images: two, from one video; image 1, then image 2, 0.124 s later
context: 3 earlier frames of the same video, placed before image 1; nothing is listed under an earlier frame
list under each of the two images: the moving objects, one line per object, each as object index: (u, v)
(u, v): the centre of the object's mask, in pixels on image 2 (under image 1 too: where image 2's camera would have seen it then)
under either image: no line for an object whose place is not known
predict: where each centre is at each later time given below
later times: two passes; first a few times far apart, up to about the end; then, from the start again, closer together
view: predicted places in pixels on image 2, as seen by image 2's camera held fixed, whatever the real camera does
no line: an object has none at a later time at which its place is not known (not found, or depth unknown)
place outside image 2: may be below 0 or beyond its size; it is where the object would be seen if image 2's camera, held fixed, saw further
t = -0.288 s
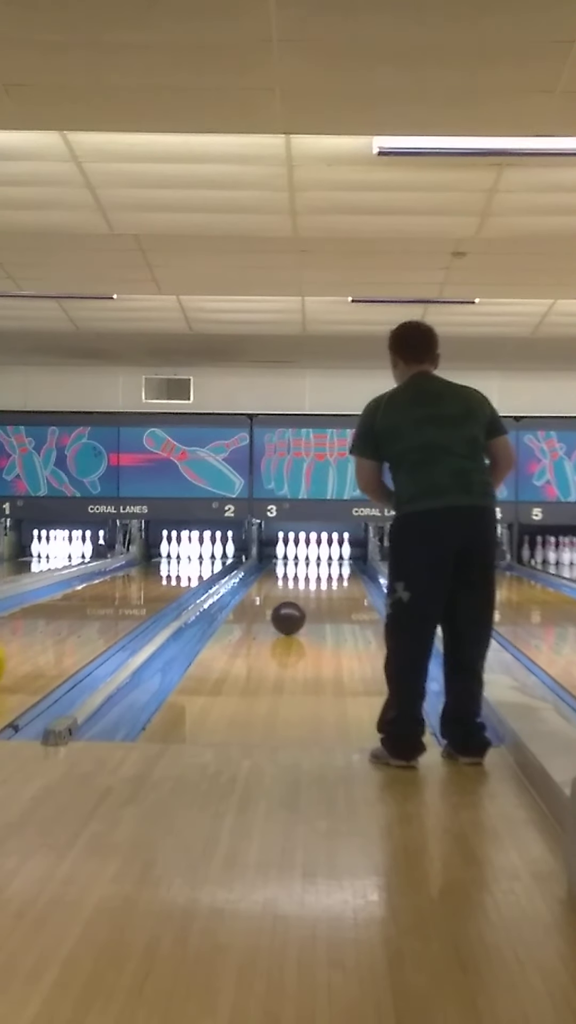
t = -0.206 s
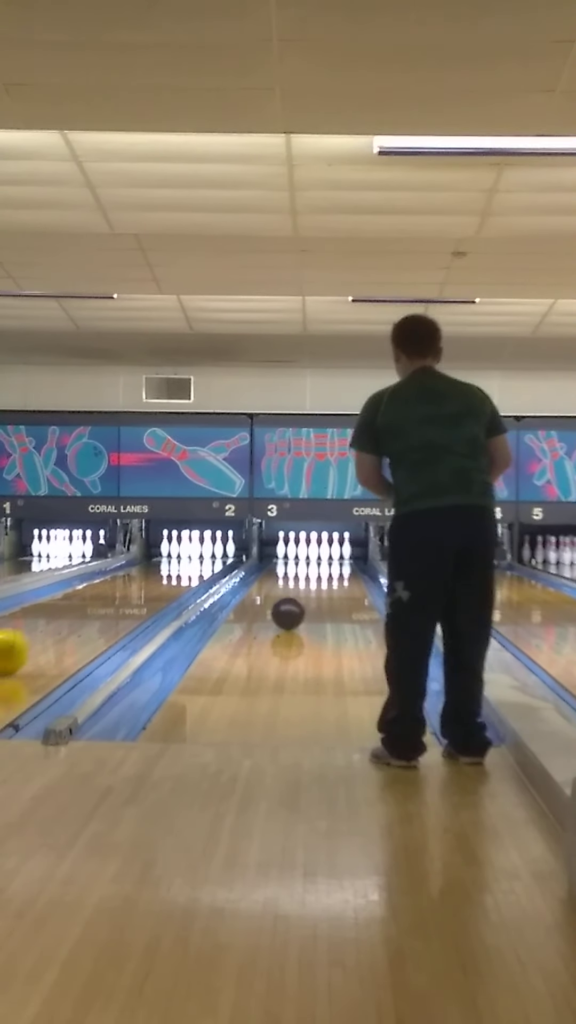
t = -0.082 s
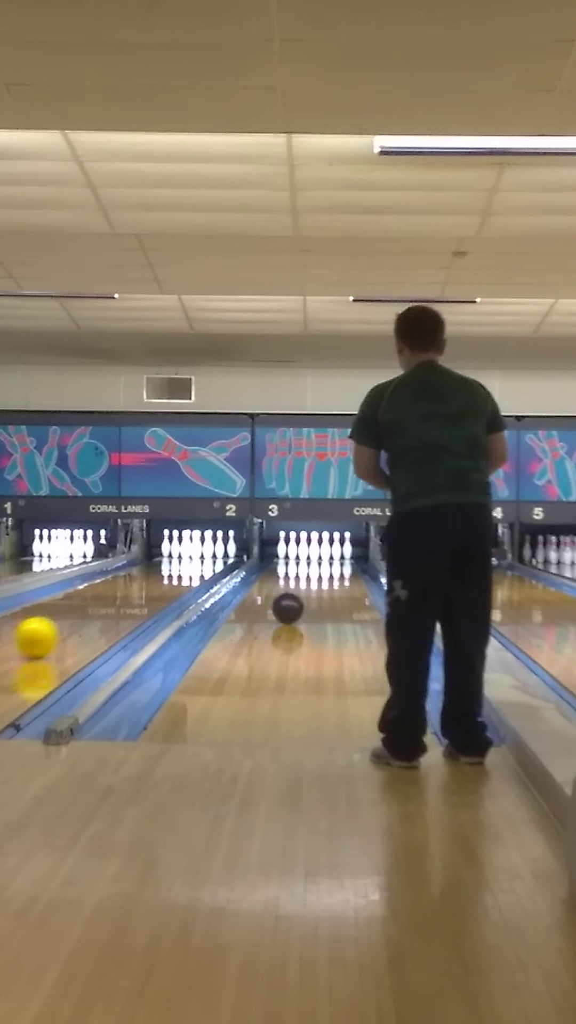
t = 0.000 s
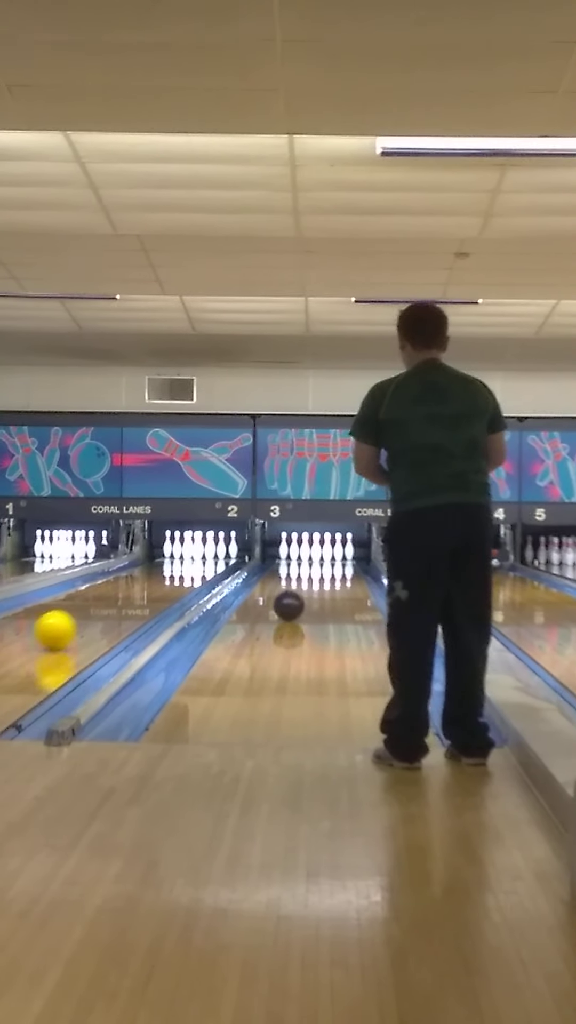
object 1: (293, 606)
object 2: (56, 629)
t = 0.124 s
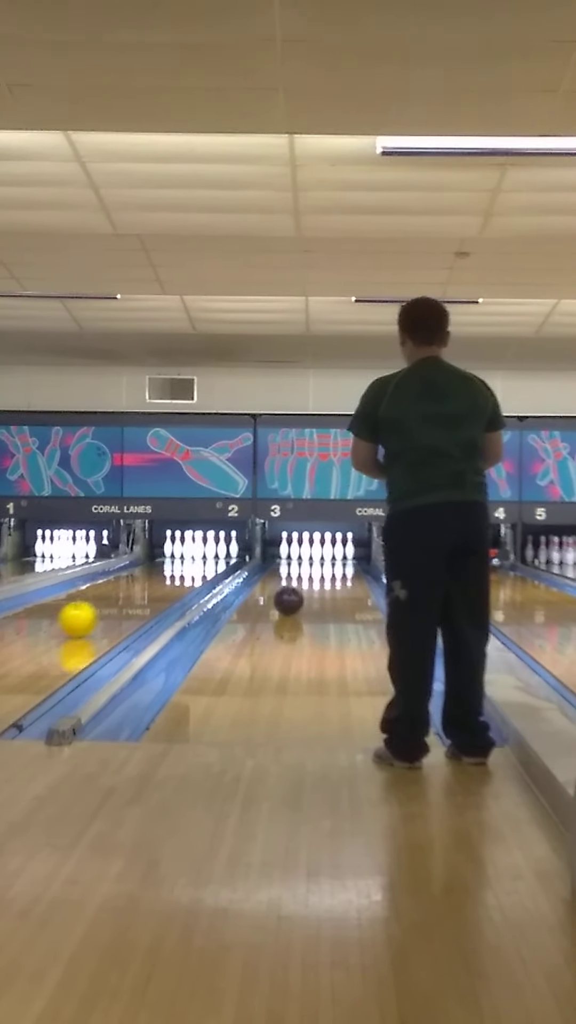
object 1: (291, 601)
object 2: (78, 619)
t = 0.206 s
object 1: (288, 598)
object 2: (91, 613)
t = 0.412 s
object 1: (287, 592)
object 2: (117, 600)
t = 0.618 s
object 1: (286, 587)
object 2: (139, 591)
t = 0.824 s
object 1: (285, 582)
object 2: (156, 583)
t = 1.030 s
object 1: (285, 578)
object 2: (170, 577)
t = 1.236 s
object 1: (284, 574)
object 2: (180, 572)
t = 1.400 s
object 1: (284, 571)
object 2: (188, 567)
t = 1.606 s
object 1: (284, 568)
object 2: (196, 564)
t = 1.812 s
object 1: (283, 566)
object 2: (201, 561)
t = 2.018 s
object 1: (284, 563)
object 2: (204, 558)
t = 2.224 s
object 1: (283, 562)
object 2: (206, 555)
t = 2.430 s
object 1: (283, 560)
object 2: (208, 552)
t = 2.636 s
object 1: (284, 559)
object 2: (223, 551)
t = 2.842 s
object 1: (283, 557)
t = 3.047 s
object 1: (283, 556)
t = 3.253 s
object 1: (283, 554)
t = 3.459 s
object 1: (283, 554)
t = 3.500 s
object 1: (284, 554)
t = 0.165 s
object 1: (288, 599)
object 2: (85, 616)
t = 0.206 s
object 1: (288, 598)
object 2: (91, 613)
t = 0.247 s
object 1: (288, 597)
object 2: (97, 610)
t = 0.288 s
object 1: (288, 596)
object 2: (102, 607)
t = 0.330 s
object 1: (287, 594)
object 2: (107, 605)
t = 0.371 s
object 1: (287, 594)
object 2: (112, 603)
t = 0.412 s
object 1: (287, 592)
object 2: (117, 600)
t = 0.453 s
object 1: (287, 591)
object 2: (122, 598)
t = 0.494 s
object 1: (287, 590)
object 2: (127, 596)
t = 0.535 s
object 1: (286, 589)
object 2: (131, 594)
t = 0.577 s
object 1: (286, 588)
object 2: (135, 593)
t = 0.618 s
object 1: (286, 587)
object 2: (139, 591)
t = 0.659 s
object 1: (286, 586)
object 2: (143, 589)
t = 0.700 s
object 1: (286, 585)
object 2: (147, 588)
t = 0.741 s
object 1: (286, 584)
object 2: (151, 586)
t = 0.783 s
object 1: (286, 583)
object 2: (154, 585)
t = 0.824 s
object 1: (285, 582)
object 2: (156, 583)
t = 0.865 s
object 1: (285, 581)
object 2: (159, 582)
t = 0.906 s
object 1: (285, 580)
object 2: (162, 581)
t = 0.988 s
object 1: (285, 578)
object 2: (167, 578)
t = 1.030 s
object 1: (285, 578)
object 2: (170, 577)
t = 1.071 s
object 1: (285, 577)
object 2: (171, 576)
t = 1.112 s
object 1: (285, 576)
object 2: (174, 575)
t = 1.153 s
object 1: (284, 575)
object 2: (176, 574)
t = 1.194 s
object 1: (284, 575)
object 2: (178, 573)
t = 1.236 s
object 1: (284, 574)
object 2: (180, 572)
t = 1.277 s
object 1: (284, 573)
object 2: (183, 570)
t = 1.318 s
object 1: (284, 573)
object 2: (185, 569)
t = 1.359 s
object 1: (284, 572)
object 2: (187, 568)
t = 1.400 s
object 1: (284, 571)
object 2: (188, 567)
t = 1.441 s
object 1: (284, 570)
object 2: (190, 567)
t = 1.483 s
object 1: (284, 569)
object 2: (192, 566)
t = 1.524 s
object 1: (284, 569)
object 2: (193, 565)
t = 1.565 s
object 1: (284, 569)
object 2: (195, 564)
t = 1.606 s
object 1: (284, 568)
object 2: (196, 564)
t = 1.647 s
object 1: (284, 568)
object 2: (197, 563)
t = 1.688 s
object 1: (284, 567)
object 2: (198, 563)
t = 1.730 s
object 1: (284, 567)
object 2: (199, 562)
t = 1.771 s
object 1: (283, 566)
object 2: (200, 561)
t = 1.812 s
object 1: (283, 566)
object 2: (201, 561)
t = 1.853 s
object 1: (284, 565)
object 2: (201, 560)
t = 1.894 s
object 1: (284, 564)
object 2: (202, 559)
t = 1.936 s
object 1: (284, 564)
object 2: (203, 559)
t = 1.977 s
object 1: (283, 564)
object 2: (204, 558)
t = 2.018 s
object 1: (284, 563)
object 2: (204, 558)
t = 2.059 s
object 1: (284, 563)
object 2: (204, 557)
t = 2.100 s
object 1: (284, 563)
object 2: (205, 556)
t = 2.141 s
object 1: (283, 563)
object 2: (205, 556)
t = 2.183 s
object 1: (283, 562)
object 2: (205, 555)
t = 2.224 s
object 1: (283, 562)
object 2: (206, 555)
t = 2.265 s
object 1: (283, 561)
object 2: (206, 554)
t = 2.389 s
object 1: (283, 560)
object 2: (206, 552)
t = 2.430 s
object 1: (283, 560)
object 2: (208, 552)
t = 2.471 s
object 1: (283, 560)
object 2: (211, 555)
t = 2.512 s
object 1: (284, 560)
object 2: (213, 551)
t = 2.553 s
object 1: (284, 559)
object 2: (217, 552)
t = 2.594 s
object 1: (283, 559)
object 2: (221, 551)
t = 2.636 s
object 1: (284, 559)
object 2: (223, 551)
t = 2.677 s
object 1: (283, 558)
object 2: (225, 551)
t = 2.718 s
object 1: (283, 558)
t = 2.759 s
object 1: (284, 558)
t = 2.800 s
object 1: (284, 557)
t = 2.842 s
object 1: (283, 557)
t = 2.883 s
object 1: (283, 557)
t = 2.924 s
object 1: (283, 557)
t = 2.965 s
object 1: (283, 556)
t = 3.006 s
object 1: (283, 556)
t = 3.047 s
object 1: (283, 556)
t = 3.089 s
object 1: (282, 556)
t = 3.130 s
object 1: (283, 555)
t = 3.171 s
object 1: (283, 555)
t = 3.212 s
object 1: (283, 555)
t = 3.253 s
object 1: (283, 554)
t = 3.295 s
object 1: (283, 554)
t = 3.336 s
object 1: (283, 554)
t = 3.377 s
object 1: (283, 554)
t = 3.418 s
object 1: (283, 554)
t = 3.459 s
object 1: (283, 554)
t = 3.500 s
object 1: (284, 554)
